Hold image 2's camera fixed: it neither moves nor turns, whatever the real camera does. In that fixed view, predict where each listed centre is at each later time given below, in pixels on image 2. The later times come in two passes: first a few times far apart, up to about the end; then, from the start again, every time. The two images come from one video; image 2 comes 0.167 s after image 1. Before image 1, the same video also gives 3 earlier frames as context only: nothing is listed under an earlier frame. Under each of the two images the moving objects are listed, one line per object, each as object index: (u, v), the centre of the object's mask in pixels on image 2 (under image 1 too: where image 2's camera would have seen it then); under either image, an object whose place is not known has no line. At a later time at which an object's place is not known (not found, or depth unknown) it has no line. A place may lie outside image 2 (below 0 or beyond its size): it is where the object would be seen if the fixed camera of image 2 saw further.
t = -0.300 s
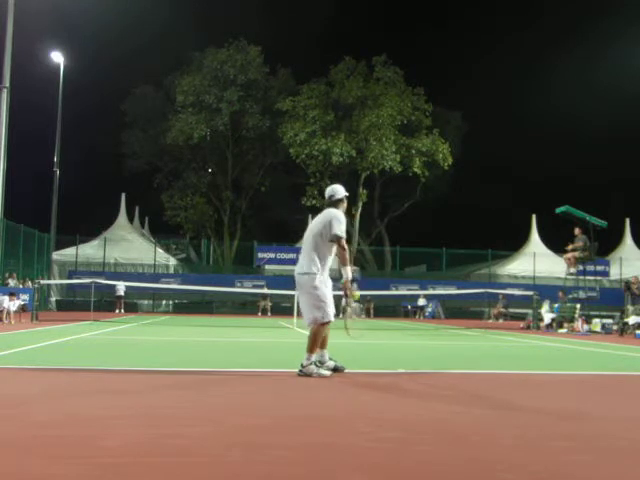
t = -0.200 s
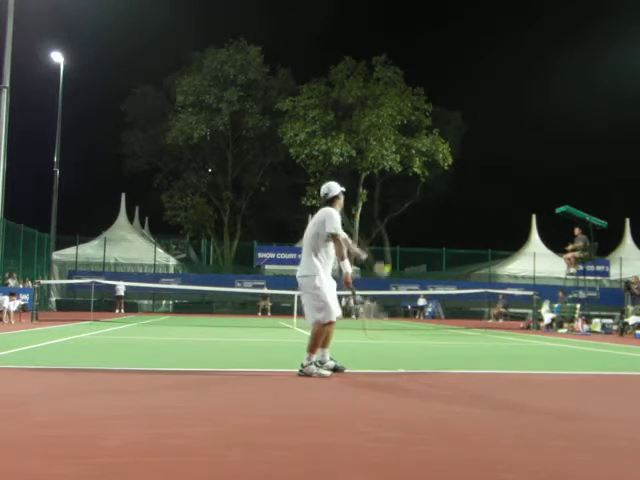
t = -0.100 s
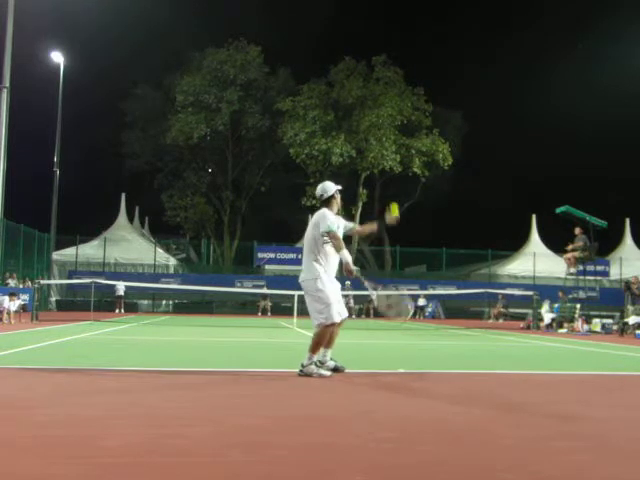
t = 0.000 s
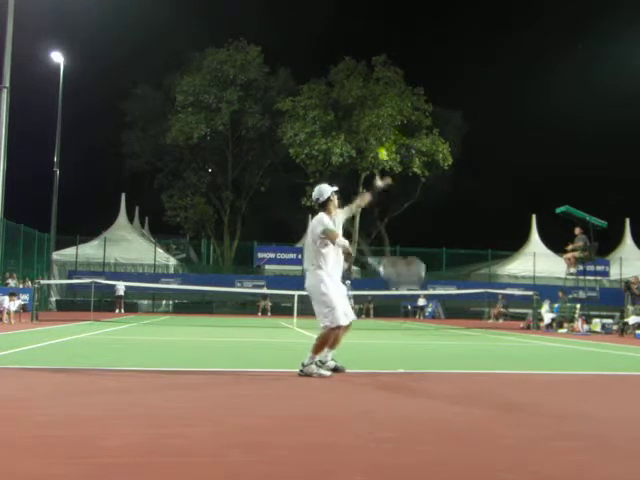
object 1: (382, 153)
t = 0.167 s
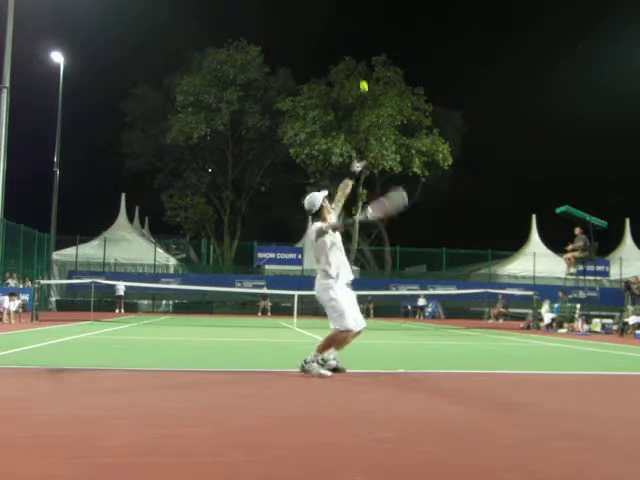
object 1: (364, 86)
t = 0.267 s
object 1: (352, 60)
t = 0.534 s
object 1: (323, 38)
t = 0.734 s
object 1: (301, 64)
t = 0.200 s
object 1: (360, 77)
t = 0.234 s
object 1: (356, 67)
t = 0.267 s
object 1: (352, 60)
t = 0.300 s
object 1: (349, 54)
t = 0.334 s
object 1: (345, 48)
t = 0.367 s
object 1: (342, 43)
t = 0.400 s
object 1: (338, 40)
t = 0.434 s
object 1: (334, 38)
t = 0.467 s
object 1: (330, 37)
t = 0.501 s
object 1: (327, 37)
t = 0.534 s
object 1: (323, 38)
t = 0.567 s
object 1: (320, 39)
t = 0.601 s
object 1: (316, 42)
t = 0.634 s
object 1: (312, 46)
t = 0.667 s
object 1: (308, 50)
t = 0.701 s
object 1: (304, 56)
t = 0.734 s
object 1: (301, 64)
